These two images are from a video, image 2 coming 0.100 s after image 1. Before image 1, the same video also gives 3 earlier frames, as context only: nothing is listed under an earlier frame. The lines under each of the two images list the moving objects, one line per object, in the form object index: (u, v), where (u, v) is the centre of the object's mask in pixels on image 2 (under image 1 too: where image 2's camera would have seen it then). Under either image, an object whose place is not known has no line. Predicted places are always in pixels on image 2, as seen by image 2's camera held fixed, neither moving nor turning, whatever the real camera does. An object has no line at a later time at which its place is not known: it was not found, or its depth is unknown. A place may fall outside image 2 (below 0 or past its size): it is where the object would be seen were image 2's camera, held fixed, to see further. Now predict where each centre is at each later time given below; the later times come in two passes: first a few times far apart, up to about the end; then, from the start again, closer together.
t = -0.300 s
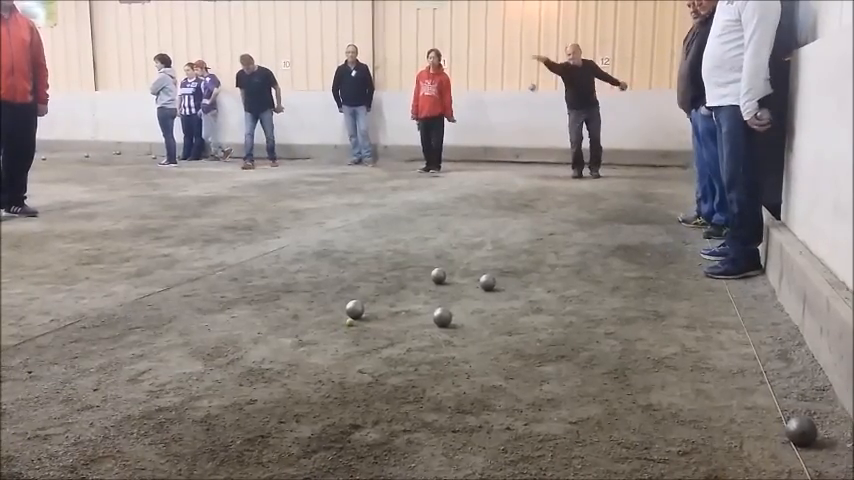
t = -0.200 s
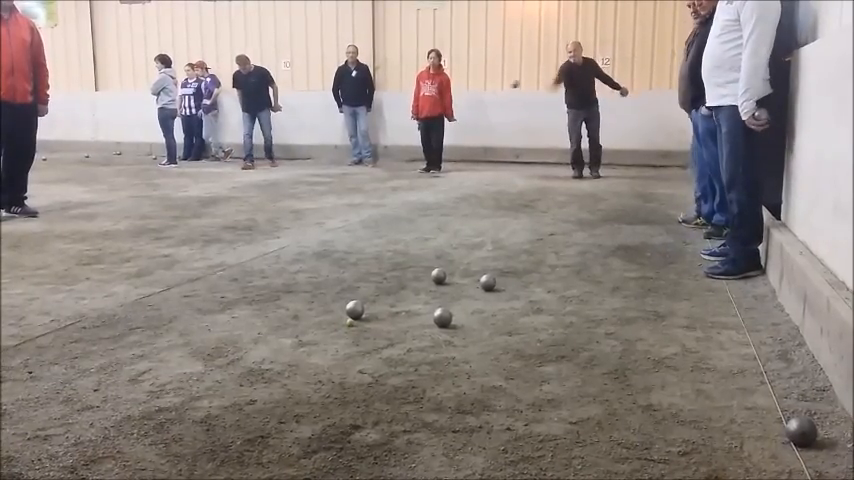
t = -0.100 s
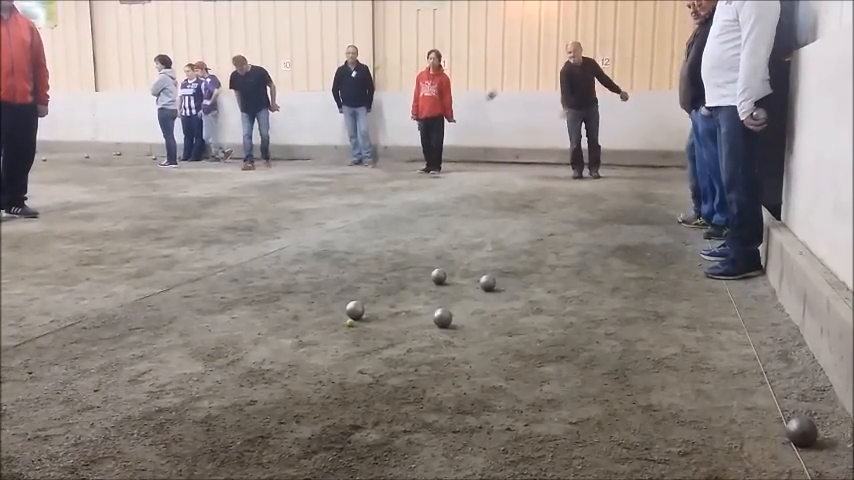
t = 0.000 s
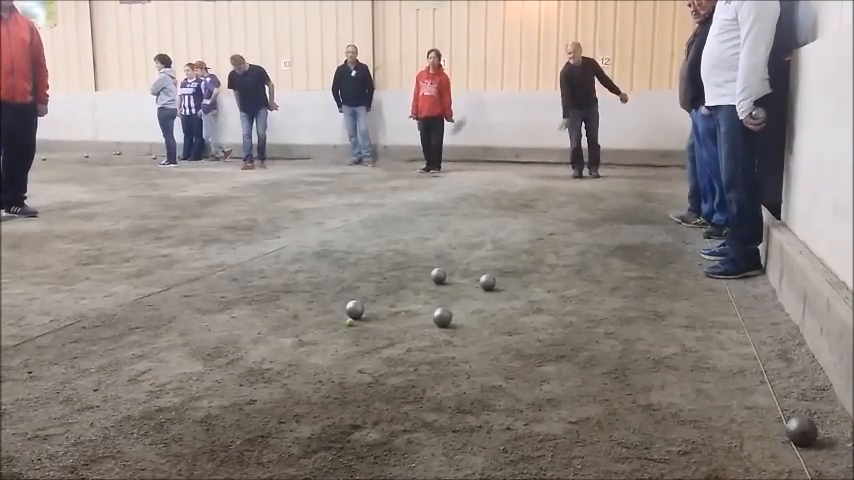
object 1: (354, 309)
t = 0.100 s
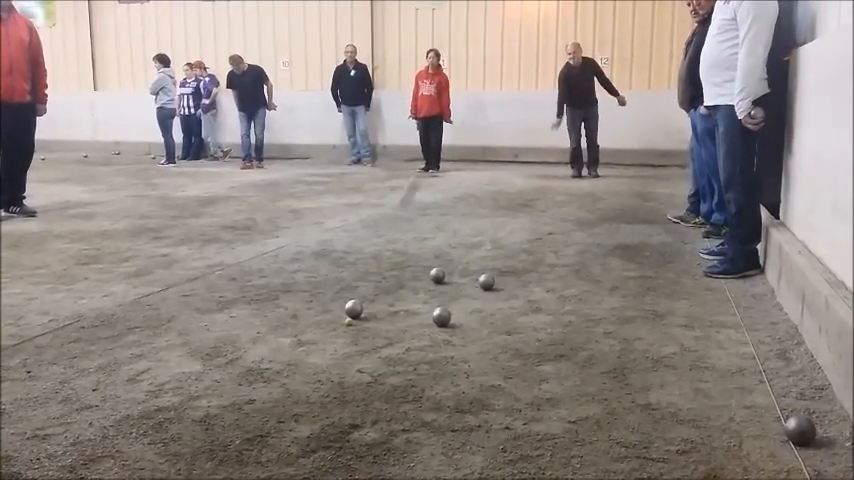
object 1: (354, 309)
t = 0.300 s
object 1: (355, 314)
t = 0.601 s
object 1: (374, 372)
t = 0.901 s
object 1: (405, 432)
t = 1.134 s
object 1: (424, 477)
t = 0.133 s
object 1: (354, 309)
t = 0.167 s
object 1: (354, 309)
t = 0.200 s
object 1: (354, 308)
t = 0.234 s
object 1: (354, 308)
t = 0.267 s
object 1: (355, 309)
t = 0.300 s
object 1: (355, 314)
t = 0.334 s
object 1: (357, 322)
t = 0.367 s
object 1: (357, 335)
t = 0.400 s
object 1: (359, 339)
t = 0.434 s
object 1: (362, 345)
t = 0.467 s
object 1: (364, 349)
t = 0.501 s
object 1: (367, 354)
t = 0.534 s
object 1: (369, 361)
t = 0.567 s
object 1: (371, 365)
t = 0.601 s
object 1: (374, 372)
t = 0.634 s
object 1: (376, 378)
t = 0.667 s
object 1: (380, 384)
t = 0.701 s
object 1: (383, 390)
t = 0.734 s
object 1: (387, 399)
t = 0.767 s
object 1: (389, 404)
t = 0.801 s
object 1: (393, 411)
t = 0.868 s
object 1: (401, 424)
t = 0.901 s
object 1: (405, 432)
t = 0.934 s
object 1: (408, 438)
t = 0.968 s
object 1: (413, 447)
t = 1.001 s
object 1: (416, 452)
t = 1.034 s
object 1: (419, 462)
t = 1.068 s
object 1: (421, 469)
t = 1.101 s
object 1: (423, 472)
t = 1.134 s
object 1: (424, 477)
